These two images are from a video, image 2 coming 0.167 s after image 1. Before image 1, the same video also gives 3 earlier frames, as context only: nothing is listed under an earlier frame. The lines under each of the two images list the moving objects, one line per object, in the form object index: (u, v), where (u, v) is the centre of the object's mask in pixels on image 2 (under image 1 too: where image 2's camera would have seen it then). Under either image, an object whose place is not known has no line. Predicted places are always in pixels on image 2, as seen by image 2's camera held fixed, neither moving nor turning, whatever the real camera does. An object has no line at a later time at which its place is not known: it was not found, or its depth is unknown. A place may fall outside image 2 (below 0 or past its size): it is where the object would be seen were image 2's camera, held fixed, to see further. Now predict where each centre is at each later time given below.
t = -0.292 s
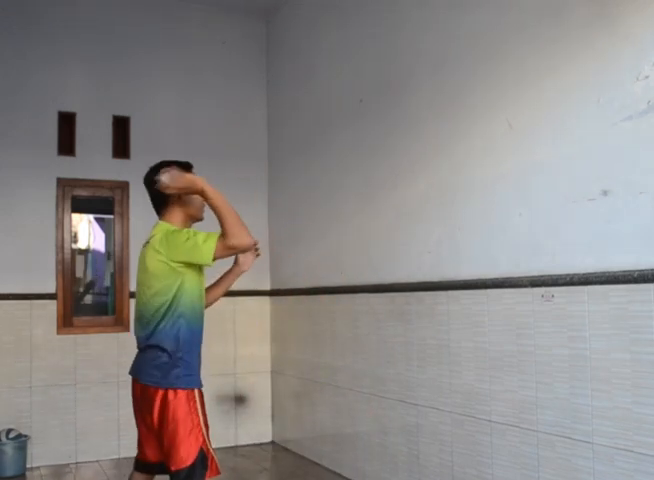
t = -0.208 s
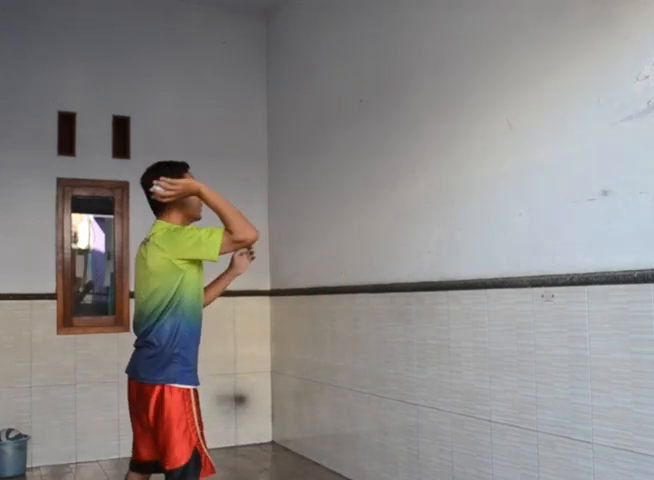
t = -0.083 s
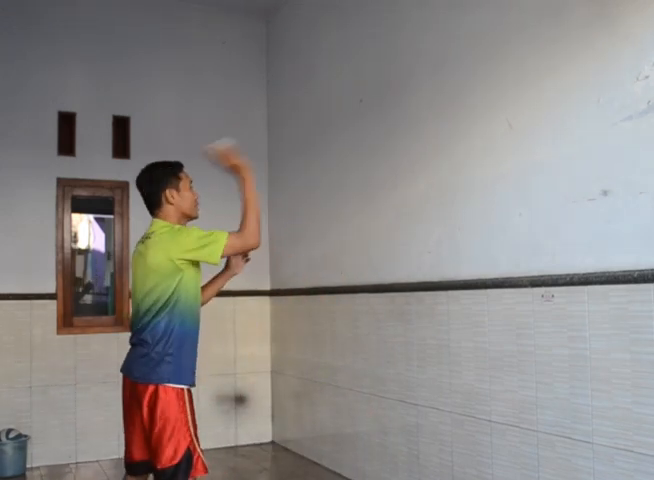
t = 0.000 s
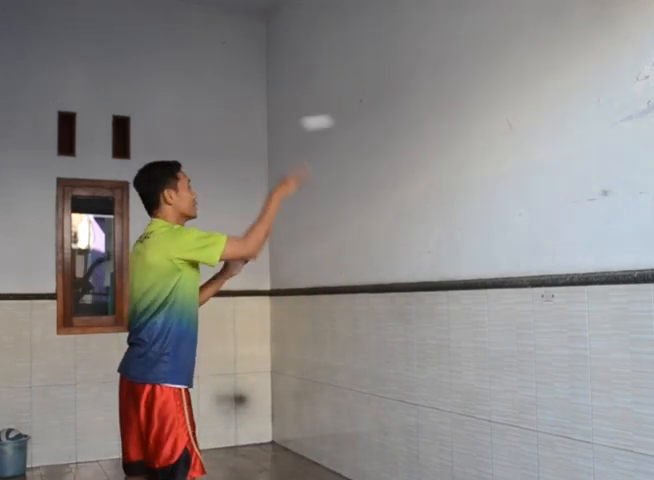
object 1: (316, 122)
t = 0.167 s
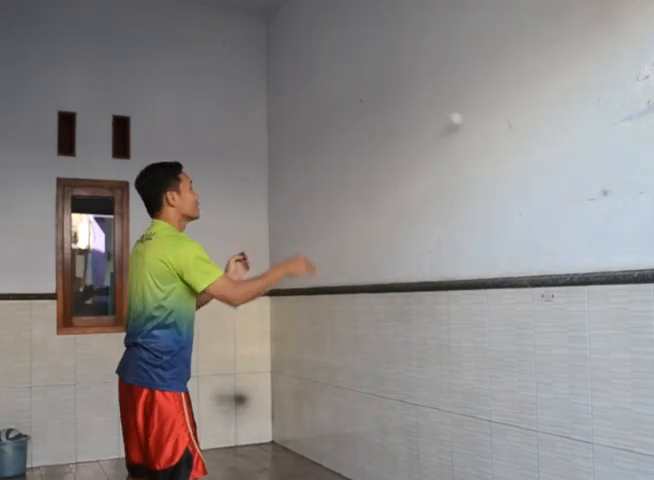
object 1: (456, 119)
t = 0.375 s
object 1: (377, 152)
